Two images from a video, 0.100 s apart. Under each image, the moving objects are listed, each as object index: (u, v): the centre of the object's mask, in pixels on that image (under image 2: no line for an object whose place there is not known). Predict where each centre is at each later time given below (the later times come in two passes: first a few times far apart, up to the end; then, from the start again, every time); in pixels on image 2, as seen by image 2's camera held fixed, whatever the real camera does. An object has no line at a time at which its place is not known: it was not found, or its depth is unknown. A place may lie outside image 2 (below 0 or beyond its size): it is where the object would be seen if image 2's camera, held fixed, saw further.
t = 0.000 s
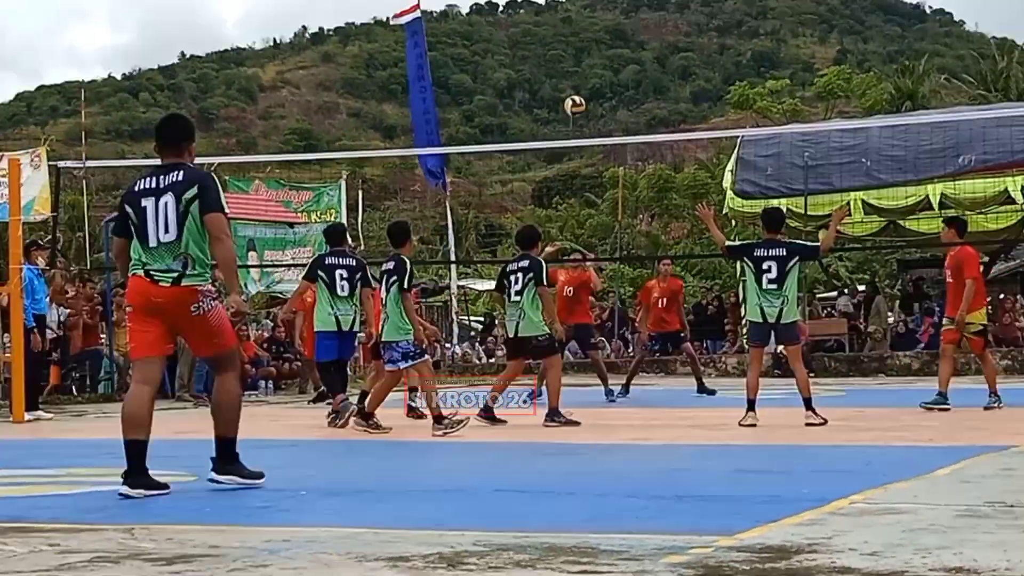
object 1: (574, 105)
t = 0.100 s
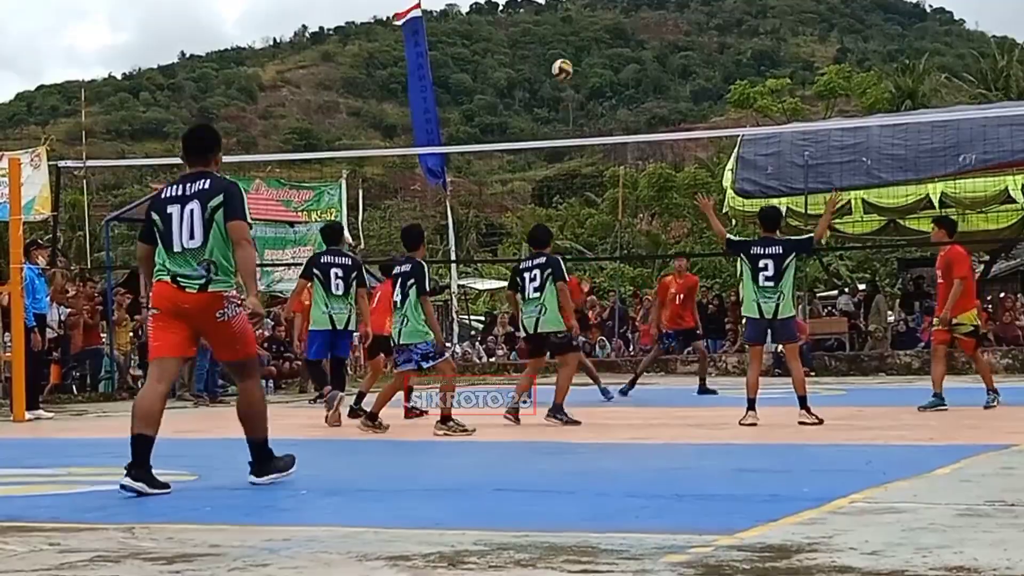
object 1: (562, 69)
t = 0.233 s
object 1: (545, 36)
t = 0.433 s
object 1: (517, 17)
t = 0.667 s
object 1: (484, 49)
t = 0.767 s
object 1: (470, 81)
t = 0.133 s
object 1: (558, 59)
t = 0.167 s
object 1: (553, 51)
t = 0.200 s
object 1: (549, 42)
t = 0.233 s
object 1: (545, 36)
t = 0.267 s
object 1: (540, 30)
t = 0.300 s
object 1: (536, 26)
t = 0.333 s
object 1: (531, 22)
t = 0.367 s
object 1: (526, 20)
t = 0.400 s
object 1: (522, 18)
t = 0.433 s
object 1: (517, 17)
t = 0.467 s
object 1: (513, 19)
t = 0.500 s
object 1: (508, 21)
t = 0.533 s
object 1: (504, 24)
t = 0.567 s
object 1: (499, 28)
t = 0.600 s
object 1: (494, 34)
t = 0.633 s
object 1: (489, 41)
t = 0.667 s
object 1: (484, 49)
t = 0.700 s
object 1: (479, 58)
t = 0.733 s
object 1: (474, 69)
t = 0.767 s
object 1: (470, 81)
